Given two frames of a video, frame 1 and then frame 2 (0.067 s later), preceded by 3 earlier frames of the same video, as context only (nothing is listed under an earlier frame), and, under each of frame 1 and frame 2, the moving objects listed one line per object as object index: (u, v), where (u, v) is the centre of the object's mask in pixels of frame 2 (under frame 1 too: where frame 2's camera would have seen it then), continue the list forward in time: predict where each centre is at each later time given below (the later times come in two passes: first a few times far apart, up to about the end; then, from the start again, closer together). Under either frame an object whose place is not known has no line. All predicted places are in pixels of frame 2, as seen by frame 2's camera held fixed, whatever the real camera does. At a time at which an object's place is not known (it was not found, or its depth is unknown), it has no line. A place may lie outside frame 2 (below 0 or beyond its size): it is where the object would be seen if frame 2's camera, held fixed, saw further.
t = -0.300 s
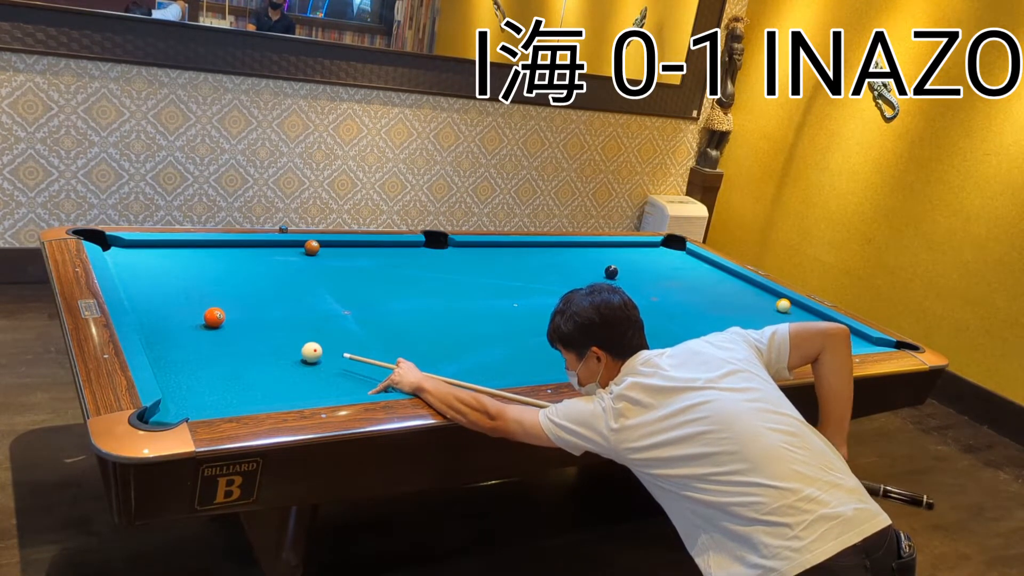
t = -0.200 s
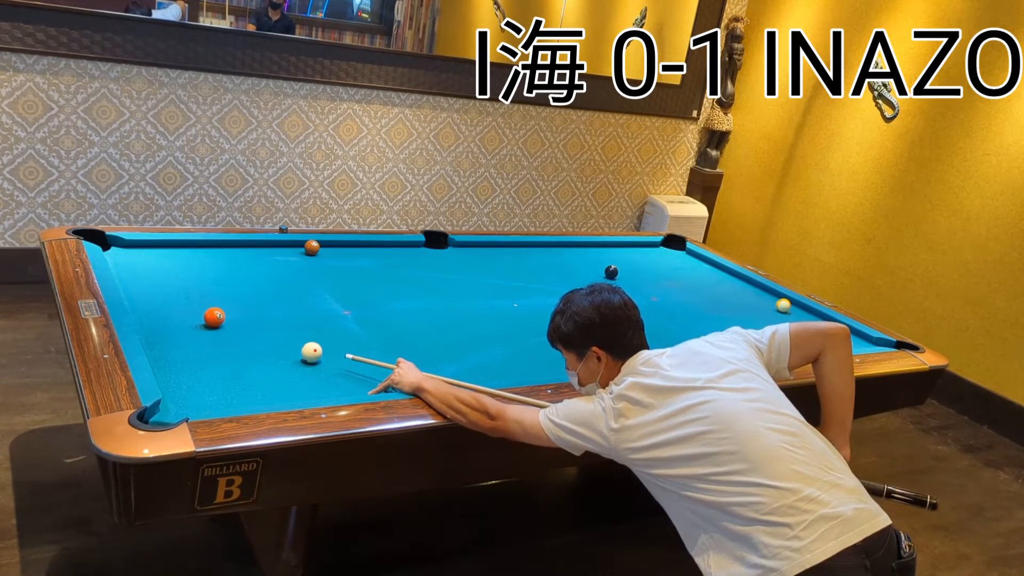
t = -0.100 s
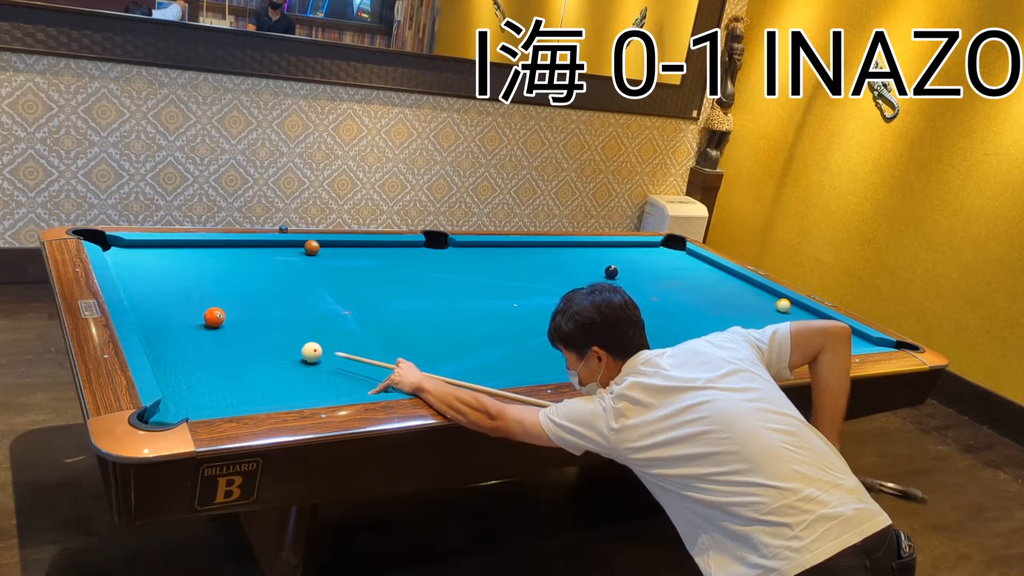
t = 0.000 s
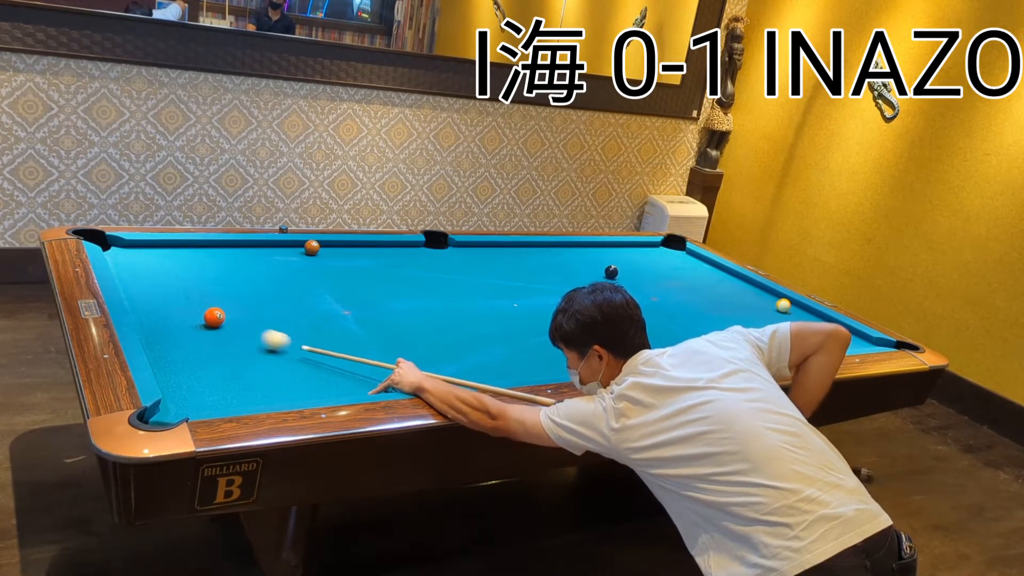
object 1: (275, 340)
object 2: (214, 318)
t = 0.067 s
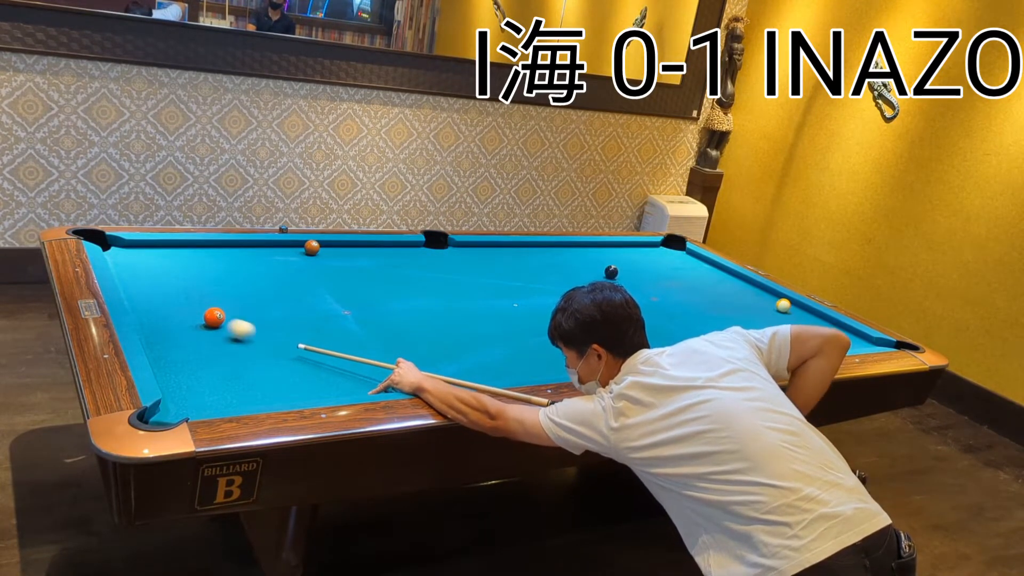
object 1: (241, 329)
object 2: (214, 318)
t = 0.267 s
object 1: (175, 325)
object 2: (185, 294)
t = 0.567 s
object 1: (171, 317)
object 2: (147, 265)
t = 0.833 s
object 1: (207, 310)
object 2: (117, 242)
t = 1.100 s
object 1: (239, 303)
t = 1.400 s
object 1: (270, 296)
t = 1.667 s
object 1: (294, 291)
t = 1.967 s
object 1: (318, 286)
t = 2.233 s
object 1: (337, 281)
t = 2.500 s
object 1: (354, 278)
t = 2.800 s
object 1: (371, 274)
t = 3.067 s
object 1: (383, 271)
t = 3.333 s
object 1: (395, 269)
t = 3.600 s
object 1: (405, 266)
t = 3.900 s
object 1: (414, 264)
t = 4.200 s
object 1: (423, 263)
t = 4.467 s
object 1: (430, 261)
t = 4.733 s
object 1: (436, 260)
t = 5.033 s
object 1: (441, 259)
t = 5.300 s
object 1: (444, 258)
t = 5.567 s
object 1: (447, 258)
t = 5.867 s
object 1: (449, 257)
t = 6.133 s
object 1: (450, 257)
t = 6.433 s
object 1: (450, 257)
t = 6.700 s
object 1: (450, 257)
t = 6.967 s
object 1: (450, 257)
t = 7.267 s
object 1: (450, 257)
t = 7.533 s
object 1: (450, 257)
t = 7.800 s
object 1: (450, 257)
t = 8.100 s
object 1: (450, 257)
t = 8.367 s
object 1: (450, 257)
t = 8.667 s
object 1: (450, 257)
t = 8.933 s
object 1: (450, 257)
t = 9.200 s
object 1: (450, 257)
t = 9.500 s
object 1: (450, 257)
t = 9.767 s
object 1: (450, 257)
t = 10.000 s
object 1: (450, 257)
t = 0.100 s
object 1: (225, 325)
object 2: (212, 315)
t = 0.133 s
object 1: (215, 325)
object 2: (208, 310)
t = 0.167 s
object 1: (206, 326)
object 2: (201, 307)
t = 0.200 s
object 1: (196, 326)
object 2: (195, 302)
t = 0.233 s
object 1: (186, 325)
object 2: (190, 298)
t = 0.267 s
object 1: (175, 325)
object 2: (185, 294)
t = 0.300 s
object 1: (164, 324)
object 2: (180, 291)
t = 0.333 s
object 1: (154, 323)
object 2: (176, 287)
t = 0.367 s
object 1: (144, 323)
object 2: (171, 284)
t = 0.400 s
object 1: (146, 322)
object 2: (167, 280)
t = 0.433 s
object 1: (151, 321)
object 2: (163, 277)
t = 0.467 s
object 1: (156, 320)
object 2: (159, 274)
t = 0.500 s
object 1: (161, 319)
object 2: (155, 271)
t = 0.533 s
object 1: (166, 318)
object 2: (151, 268)
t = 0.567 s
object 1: (171, 317)
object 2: (147, 265)
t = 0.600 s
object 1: (176, 316)
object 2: (143, 262)
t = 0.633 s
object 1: (180, 315)
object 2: (139, 259)
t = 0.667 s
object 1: (185, 314)
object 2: (135, 256)
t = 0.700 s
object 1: (189, 313)
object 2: (131, 253)
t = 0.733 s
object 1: (194, 312)
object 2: (128, 250)
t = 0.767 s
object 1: (198, 311)
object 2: (124, 247)
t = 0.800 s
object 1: (203, 310)
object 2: (120, 245)
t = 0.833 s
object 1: (207, 310)
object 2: (117, 242)
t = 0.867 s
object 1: (211, 309)
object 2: (111, 241)
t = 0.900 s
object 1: (215, 308)
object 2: (105, 241)
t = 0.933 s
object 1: (219, 307)
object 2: (101, 243)
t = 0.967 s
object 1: (223, 306)
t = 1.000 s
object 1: (227, 305)
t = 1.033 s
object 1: (231, 305)
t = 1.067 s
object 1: (235, 304)
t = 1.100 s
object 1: (239, 303)
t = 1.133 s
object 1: (242, 302)
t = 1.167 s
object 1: (246, 301)
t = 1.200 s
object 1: (250, 301)
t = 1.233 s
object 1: (253, 300)
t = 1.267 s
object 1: (256, 299)
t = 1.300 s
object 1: (260, 298)
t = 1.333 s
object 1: (263, 298)
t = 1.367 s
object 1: (267, 297)
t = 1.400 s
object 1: (270, 296)
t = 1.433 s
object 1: (273, 296)
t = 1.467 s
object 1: (276, 295)
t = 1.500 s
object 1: (279, 294)
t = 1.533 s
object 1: (283, 294)
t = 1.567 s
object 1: (286, 293)
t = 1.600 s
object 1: (289, 292)
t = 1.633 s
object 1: (292, 292)
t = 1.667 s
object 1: (294, 291)
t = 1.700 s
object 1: (297, 290)
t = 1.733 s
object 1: (300, 290)
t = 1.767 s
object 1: (303, 289)
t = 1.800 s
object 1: (306, 289)
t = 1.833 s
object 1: (308, 288)
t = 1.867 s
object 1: (311, 288)
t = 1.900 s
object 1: (314, 287)
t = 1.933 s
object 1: (316, 286)
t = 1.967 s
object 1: (318, 286)
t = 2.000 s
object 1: (321, 285)
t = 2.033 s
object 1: (323, 285)
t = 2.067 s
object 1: (326, 284)
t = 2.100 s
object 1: (328, 284)
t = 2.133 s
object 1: (330, 283)
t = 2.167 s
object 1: (333, 283)
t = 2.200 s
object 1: (335, 282)
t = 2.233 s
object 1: (337, 281)
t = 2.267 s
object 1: (339, 281)
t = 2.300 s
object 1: (341, 281)
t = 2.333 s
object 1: (344, 280)
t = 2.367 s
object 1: (346, 279)
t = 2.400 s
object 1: (348, 279)
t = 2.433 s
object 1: (350, 278)
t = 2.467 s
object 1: (352, 278)
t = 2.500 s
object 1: (354, 278)
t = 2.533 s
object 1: (356, 277)
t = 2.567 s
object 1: (358, 277)
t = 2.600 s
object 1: (360, 276)
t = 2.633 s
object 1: (362, 276)
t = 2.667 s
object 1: (364, 276)
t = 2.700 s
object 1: (366, 275)
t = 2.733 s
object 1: (367, 275)
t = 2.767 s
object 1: (369, 274)
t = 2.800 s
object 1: (371, 274)
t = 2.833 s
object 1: (373, 274)
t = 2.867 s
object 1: (374, 273)
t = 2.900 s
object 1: (376, 273)
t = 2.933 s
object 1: (377, 272)
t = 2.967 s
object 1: (379, 272)
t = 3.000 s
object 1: (380, 272)
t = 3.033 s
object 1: (382, 271)
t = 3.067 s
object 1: (383, 271)
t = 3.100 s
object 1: (385, 271)
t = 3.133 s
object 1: (386, 270)
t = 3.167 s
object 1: (388, 270)
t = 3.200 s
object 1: (390, 270)
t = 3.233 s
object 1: (391, 269)
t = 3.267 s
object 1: (392, 269)
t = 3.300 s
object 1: (394, 269)
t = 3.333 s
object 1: (395, 269)
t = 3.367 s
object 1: (397, 268)
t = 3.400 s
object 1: (398, 268)
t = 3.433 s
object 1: (399, 268)
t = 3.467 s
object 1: (400, 267)
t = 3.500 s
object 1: (402, 267)
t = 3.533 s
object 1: (403, 267)
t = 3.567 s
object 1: (404, 266)
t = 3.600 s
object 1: (405, 266)
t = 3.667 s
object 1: (406, 266)
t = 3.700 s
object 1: (408, 266)
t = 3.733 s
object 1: (409, 265)
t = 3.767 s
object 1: (410, 265)
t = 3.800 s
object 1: (411, 265)
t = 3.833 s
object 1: (412, 265)
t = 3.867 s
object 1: (413, 264)
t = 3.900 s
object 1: (414, 264)
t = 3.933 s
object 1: (415, 264)
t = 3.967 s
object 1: (416, 264)
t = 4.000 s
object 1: (417, 264)
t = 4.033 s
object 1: (418, 263)
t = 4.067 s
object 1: (419, 263)
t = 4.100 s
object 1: (420, 263)
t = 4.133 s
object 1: (421, 263)
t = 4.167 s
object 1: (422, 263)
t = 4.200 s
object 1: (423, 263)
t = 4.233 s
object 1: (424, 262)
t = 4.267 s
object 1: (425, 262)
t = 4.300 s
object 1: (426, 262)
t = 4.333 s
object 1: (427, 262)
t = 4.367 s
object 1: (428, 261)
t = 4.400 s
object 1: (428, 261)
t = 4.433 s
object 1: (429, 261)
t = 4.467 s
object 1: (430, 261)
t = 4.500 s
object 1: (431, 261)
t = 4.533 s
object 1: (432, 261)
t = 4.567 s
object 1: (432, 260)
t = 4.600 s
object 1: (433, 260)
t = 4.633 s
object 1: (434, 260)
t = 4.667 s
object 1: (434, 260)
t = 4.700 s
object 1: (435, 260)
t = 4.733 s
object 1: (436, 260)
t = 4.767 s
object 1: (436, 260)
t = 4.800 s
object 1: (437, 260)
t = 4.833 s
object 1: (437, 260)
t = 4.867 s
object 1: (438, 259)
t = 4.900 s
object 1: (438, 259)
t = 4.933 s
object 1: (439, 259)
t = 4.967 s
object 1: (440, 259)
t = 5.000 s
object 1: (440, 259)
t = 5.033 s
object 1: (441, 259)
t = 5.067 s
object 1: (441, 259)
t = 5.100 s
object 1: (442, 259)
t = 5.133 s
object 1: (442, 259)
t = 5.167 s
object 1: (443, 258)
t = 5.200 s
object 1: (443, 258)
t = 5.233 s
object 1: (443, 258)
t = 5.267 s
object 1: (444, 258)
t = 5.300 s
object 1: (444, 258)
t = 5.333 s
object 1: (445, 258)
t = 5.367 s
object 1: (445, 258)
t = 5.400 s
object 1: (446, 258)
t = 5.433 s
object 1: (446, 258)
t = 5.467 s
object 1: (446, 258)
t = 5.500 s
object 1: (446, 258)
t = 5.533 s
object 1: (447, 258)
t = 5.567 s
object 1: (447, 258)
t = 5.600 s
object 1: (447, 258)
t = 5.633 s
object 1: (448, 258)
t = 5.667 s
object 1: (448, 258)
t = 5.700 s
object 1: (448, 258)
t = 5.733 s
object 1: (448, 258)
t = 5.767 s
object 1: (449, 257)
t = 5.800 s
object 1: (449, 258)
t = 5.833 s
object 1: (449, 257)
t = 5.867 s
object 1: (449, 257)
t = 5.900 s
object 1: (449, 257)
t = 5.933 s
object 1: (449, 257)
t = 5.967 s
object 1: (450, 257)
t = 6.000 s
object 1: (450, 257)
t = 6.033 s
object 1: (450, 257)
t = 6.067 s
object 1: (450, 257)
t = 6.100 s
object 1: (450, 257)
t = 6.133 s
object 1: (450, 257)
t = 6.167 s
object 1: (450, 257)
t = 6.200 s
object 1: (450, 257)
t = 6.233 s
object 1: (450, 257)
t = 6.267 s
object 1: (450, 257)
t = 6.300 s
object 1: (450, 257)
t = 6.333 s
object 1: (450, 257)
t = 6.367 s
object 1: (450, 257)
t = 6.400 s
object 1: (450, 257)
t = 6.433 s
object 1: (450, 257)
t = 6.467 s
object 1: (450, 257)
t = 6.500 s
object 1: (450, 257)
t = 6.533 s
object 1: (450, 257)
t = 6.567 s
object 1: (450, 257)
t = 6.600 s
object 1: (450, 257)
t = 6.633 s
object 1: (450, 257)
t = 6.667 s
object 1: (450, 257)
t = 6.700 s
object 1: (450, 257)
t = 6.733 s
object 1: (450, 257)
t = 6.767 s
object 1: (450, 257)
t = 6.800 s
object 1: (450, 257)
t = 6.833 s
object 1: (450, 257)
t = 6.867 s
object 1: (450, 257)
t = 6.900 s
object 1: (450, 257)
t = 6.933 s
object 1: (450, 257)
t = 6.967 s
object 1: (450, 257)
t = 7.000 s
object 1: (450, 257)
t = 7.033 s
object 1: (450, 257)
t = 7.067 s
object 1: (450, 257)
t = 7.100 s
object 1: (450, 257)
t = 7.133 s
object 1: (450, 257)
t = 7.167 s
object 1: (450, 257)
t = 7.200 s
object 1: (450, 257)
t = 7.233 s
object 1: (450, 257)
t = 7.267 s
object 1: (450, 257)
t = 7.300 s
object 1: (450, 257)
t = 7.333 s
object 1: (450, 257)
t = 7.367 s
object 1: (450, 257)
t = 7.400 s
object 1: (450, 257)
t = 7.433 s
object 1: (450, 257)
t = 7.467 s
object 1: (450, 257)
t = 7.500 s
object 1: (450, 257)
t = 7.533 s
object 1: (450, 257)
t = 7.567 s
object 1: (450, 257)
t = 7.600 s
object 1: (450, 257)
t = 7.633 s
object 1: (450, 257)
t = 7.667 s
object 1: (450, 257)
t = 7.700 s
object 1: (450, 257)
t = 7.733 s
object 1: (450, 257)
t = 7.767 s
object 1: (450, 257)
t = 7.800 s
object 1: (450, 257)
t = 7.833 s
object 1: (450, 257)
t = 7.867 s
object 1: (450, 257)
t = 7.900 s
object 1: (450, 257)
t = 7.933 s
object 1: (450, 257)
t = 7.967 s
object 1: (450, 257)
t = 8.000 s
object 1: (450, 257)
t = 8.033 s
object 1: (450, 257)
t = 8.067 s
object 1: (450, 257)
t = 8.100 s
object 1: (450, 257)
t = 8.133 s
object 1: (450, 257)
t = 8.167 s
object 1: (450, 257)
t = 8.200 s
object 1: (450, 257)
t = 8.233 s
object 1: (450, 257)
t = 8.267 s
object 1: (450, 257)
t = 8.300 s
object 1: (450, 257)
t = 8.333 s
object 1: (450, 257)
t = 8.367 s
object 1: (450, 257)
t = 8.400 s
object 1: (450, 257)
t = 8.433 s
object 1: (450, 257)
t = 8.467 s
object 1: (450, 257)
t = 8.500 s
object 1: (450, 257)
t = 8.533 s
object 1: (450, 257)
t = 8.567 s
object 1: (450, 257)
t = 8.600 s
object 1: (450, 257)
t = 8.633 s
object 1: (450, 257)
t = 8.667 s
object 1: (450, 257)
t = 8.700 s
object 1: (450, 257)
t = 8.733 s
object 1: (450, 257)
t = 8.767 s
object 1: (450, 257)
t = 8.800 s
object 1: (450, 257)
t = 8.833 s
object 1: (450, 257)
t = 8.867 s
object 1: (450, 257)
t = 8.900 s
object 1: (450, 257)
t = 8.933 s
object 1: (450, 257)
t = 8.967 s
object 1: (450, 257)
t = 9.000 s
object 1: (450, 257)
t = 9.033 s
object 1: (450, 257)
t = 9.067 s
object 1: (450, 257)
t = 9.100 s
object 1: (450, 257)
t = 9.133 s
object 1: (450, 257)
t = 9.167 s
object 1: (450, 257)
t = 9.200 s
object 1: (450, 257)
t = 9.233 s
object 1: (450, 257)
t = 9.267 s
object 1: (450, 257)
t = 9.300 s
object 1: (450, 257)
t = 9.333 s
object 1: (450, 257)
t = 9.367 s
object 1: (450, 257)
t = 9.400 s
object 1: (450, 257)
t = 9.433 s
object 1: (450, 257)
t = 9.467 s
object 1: (450, 257)
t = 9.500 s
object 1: (450, 257)
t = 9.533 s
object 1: (450, 257)
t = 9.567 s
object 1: (450, 257)
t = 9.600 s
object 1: (450, 257)
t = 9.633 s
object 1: (450, 257)
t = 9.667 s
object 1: (450, 257)
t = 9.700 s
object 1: (450, 257)
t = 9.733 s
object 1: (450, 257)
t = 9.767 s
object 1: (450, 257)
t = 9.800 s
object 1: (450, 257)
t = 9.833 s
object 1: (450, 257)
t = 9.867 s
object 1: (450, 257)
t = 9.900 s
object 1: (450, 257)
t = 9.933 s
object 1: (450, 257)
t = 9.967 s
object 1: (450, 257)
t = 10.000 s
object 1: (450, 257)
